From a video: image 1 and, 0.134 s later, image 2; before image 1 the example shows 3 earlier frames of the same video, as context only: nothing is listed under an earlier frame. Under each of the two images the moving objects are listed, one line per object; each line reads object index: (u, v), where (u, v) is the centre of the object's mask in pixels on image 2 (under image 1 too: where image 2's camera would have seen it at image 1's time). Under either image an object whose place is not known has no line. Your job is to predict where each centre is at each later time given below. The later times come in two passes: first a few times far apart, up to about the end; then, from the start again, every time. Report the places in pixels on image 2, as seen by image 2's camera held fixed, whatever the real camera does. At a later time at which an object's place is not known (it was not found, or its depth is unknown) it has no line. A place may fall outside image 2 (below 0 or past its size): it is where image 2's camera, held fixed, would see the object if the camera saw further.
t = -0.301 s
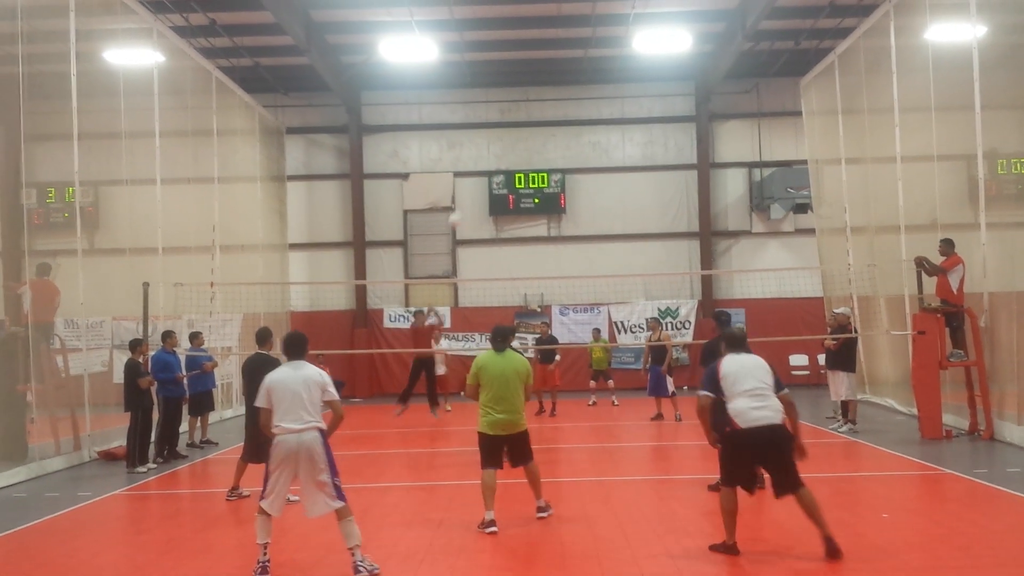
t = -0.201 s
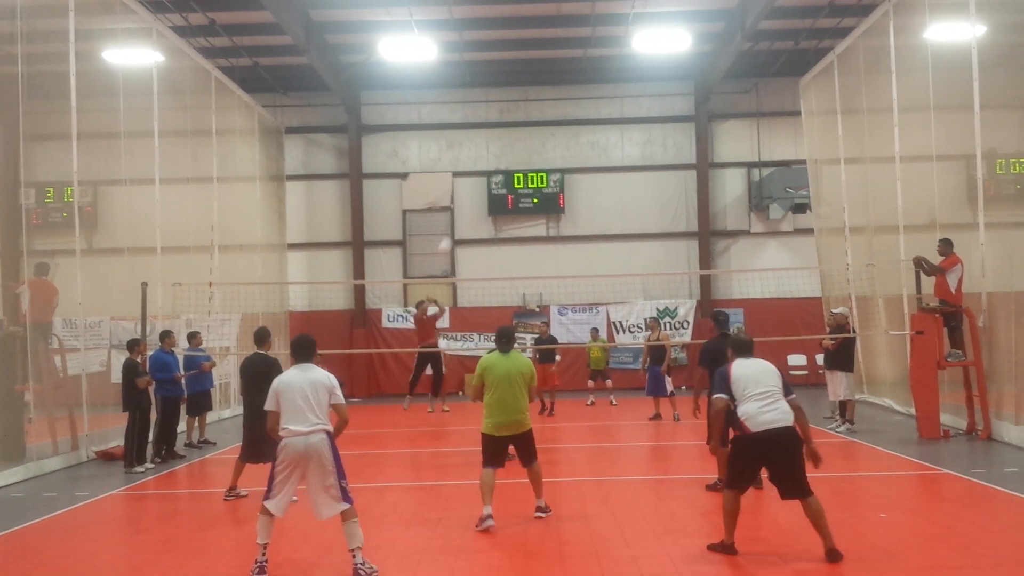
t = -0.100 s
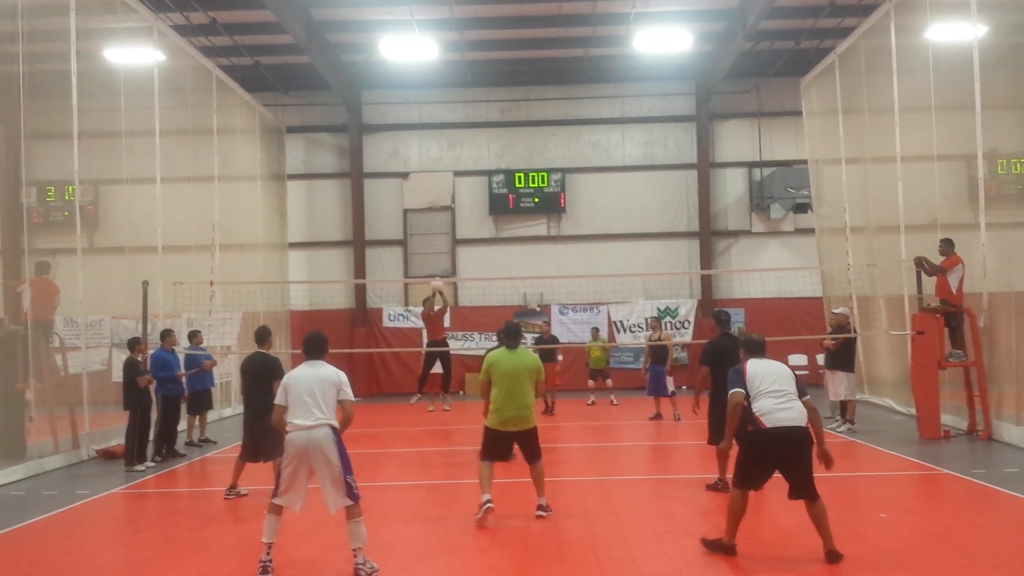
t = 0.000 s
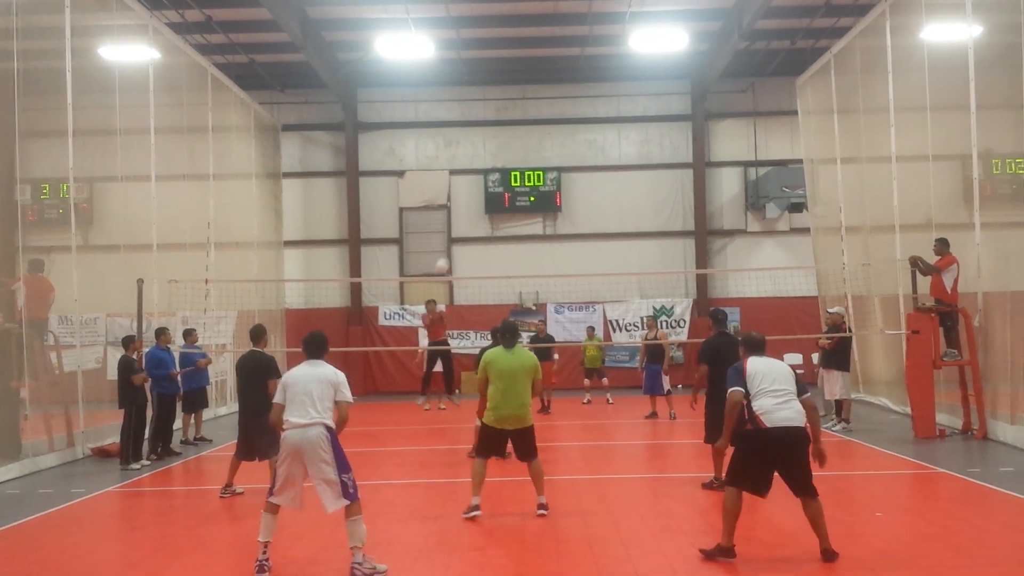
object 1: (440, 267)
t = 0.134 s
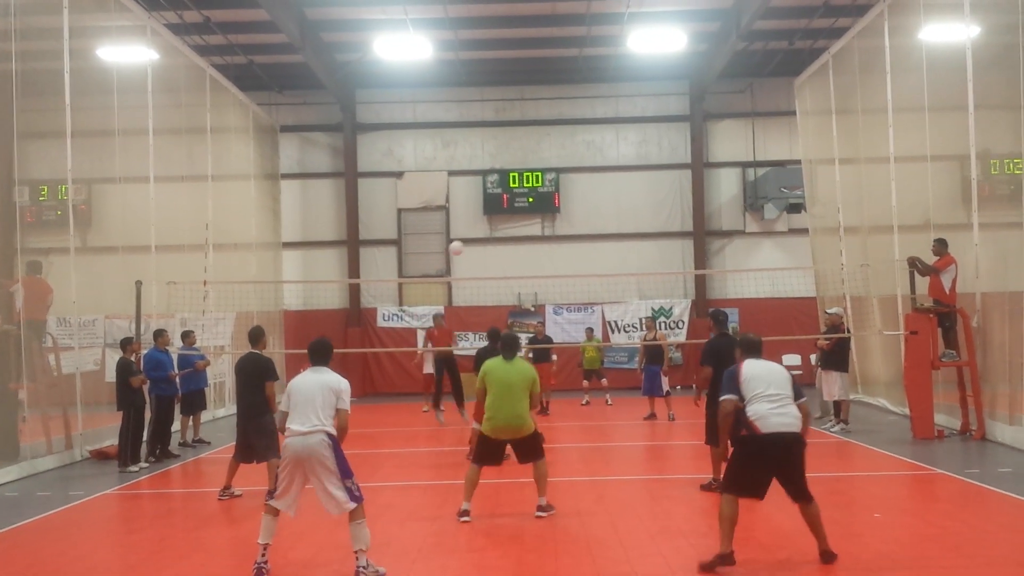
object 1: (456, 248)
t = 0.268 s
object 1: (473, 239)
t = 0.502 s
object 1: (517, 256)
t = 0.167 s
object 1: (460, 245)
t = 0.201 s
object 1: (464, 242)
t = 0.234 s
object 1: (468, 240)
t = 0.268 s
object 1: (473, 239)
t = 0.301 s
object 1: (478, 239)
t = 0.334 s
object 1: (483, 239)
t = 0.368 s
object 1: (489, 241)
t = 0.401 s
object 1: (495, 243)
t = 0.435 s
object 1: (502, 247)
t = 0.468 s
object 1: (508, 251)
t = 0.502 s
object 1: (517, 256)
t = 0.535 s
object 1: (525, 264)
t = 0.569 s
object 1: (533, 272)
